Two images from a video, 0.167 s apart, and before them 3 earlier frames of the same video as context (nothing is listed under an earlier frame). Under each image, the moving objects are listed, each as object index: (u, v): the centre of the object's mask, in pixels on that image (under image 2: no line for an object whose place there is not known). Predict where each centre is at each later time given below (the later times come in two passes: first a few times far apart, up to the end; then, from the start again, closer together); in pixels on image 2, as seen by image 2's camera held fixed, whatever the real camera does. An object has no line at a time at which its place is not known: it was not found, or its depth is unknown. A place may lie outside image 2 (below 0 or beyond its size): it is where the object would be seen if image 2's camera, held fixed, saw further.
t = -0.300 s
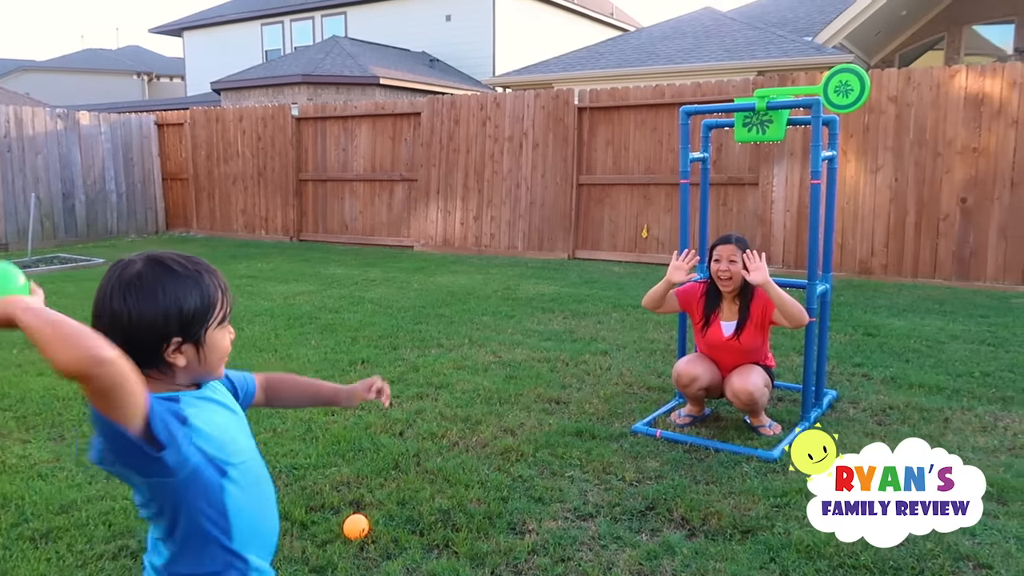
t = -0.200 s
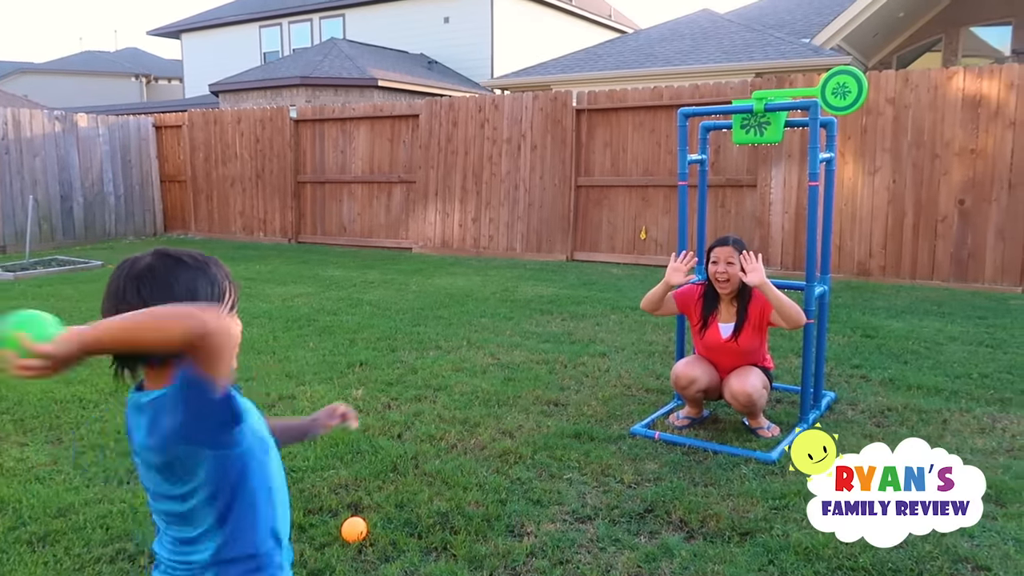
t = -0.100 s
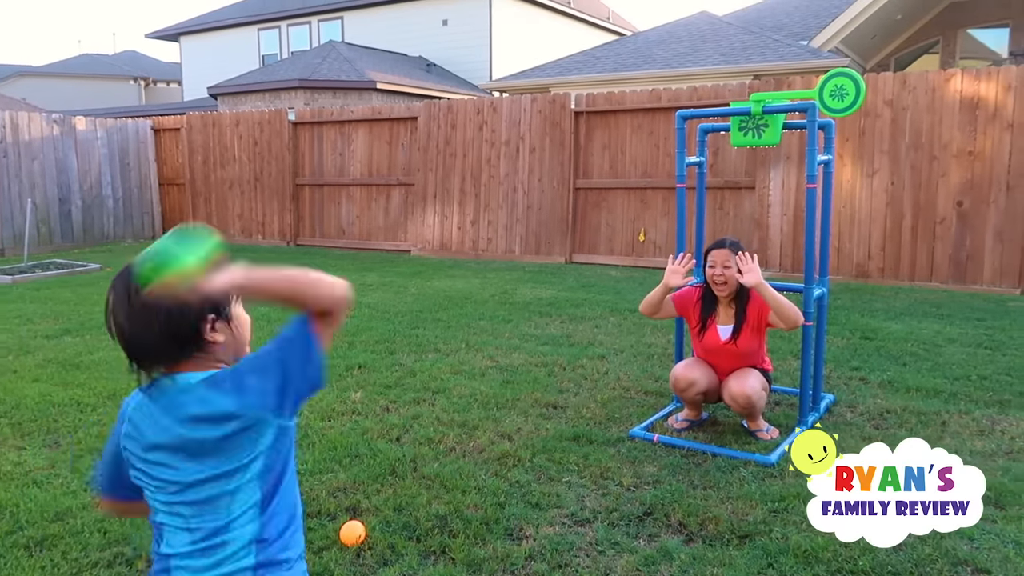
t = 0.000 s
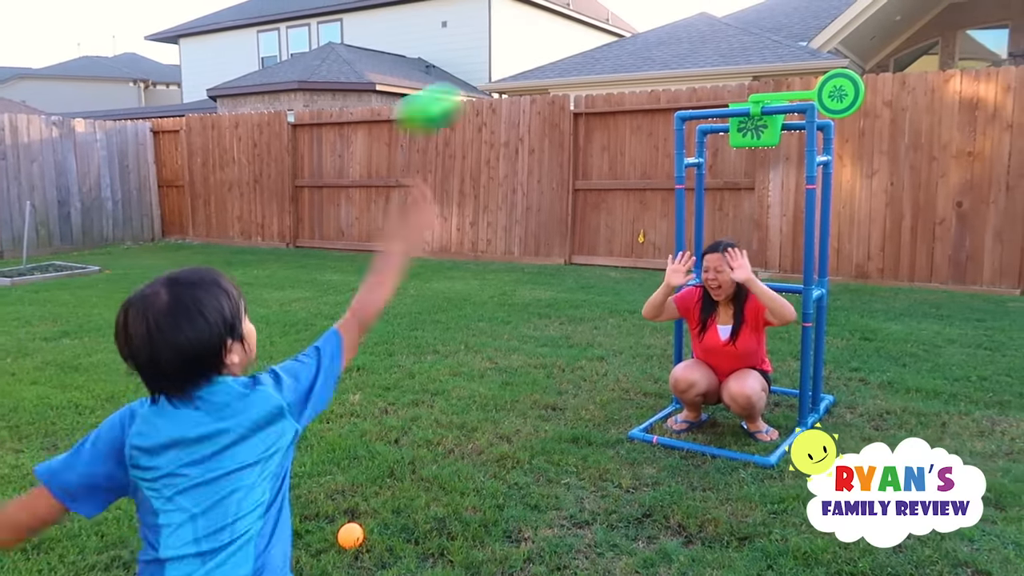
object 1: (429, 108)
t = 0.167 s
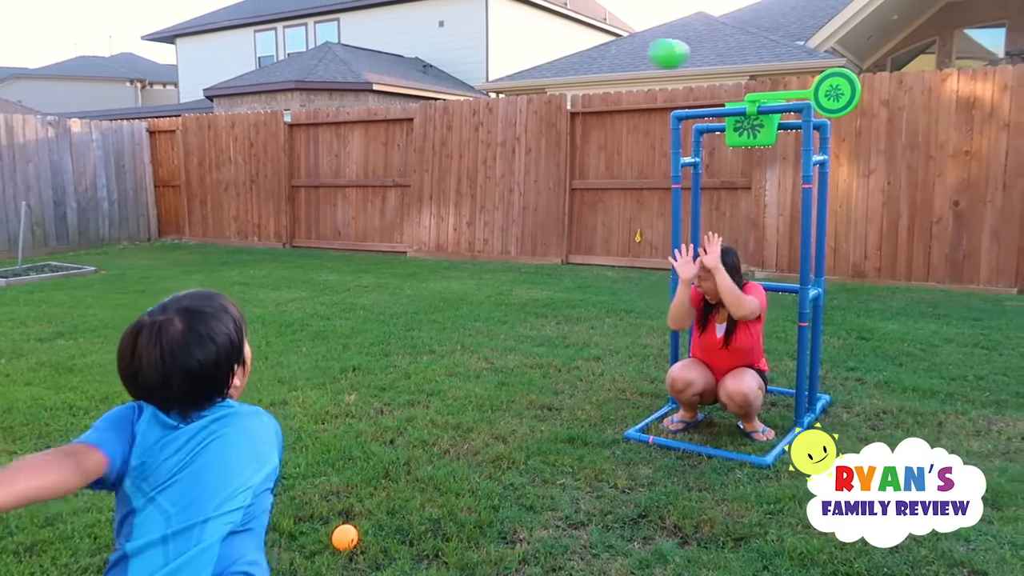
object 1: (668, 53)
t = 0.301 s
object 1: (765, 89)
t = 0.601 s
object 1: (970, 248)
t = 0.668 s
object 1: (1019, 304)
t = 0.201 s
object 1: (697, 58)
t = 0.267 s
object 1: (746, 77)
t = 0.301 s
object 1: (765, 89)
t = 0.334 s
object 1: (783, 103)
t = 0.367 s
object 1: (800, 120)
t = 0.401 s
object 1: (813, 137)
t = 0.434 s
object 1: (839, 152)
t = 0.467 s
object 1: (865, 166)
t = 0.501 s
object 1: (892, 183)
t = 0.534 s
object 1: (919, 202)
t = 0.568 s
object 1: (944, 224)
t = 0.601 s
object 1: (970, 248)
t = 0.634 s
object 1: (995, 275)
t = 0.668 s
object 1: (1019, 304)
